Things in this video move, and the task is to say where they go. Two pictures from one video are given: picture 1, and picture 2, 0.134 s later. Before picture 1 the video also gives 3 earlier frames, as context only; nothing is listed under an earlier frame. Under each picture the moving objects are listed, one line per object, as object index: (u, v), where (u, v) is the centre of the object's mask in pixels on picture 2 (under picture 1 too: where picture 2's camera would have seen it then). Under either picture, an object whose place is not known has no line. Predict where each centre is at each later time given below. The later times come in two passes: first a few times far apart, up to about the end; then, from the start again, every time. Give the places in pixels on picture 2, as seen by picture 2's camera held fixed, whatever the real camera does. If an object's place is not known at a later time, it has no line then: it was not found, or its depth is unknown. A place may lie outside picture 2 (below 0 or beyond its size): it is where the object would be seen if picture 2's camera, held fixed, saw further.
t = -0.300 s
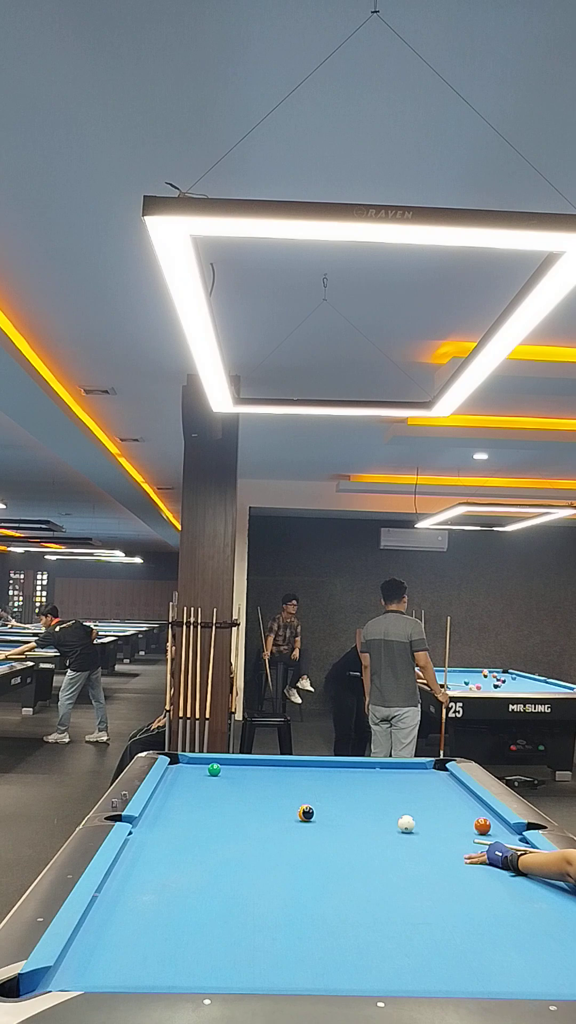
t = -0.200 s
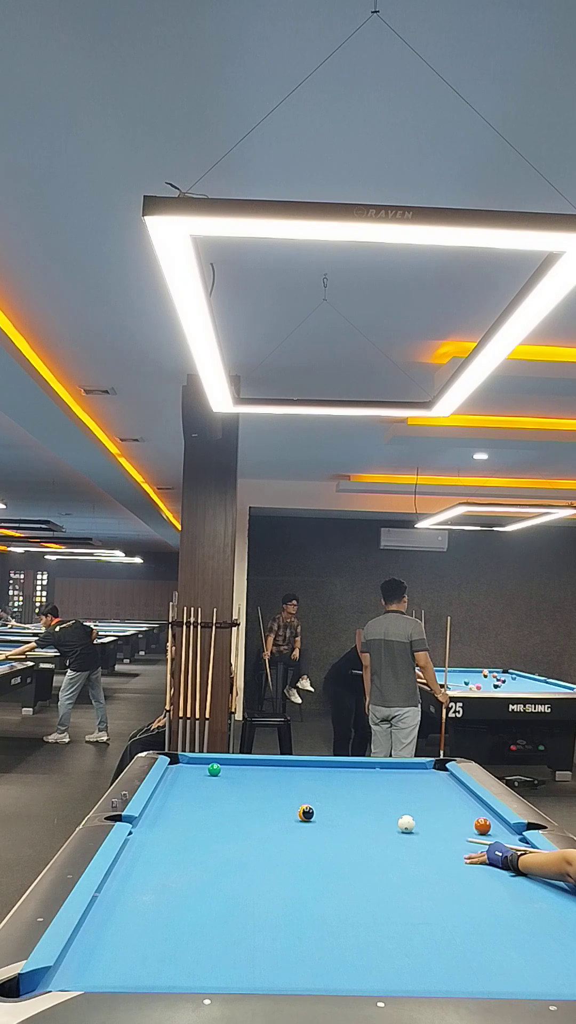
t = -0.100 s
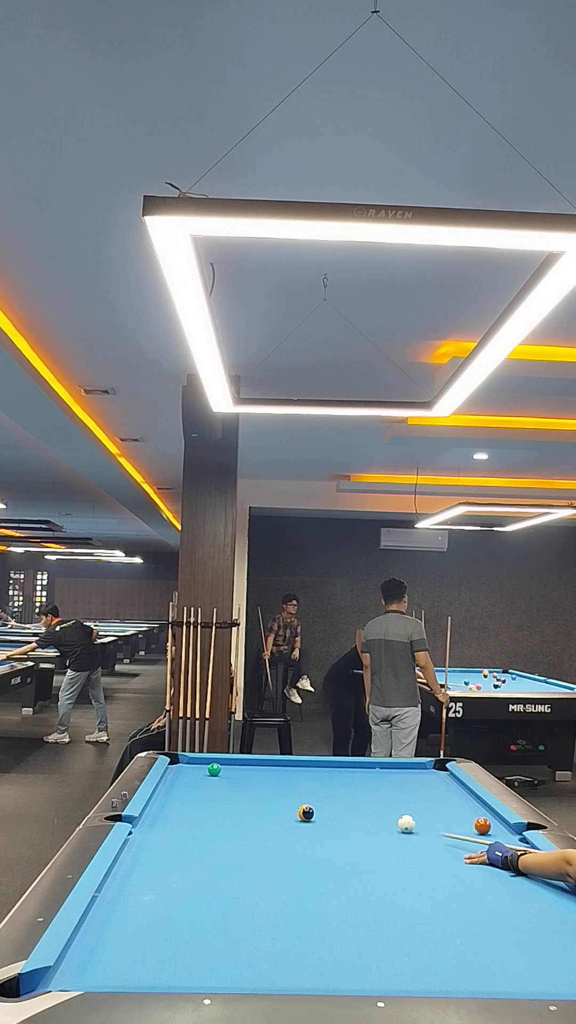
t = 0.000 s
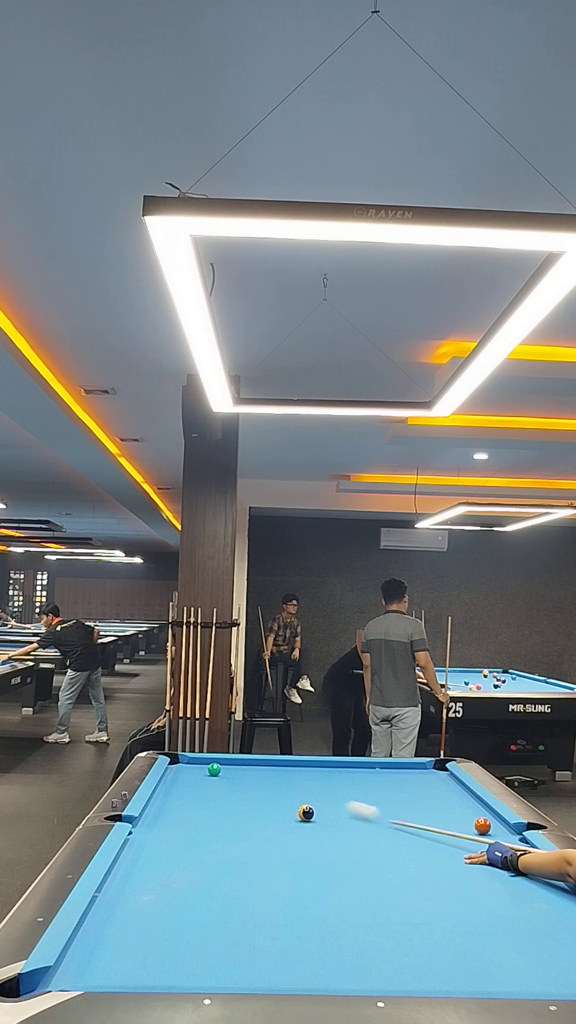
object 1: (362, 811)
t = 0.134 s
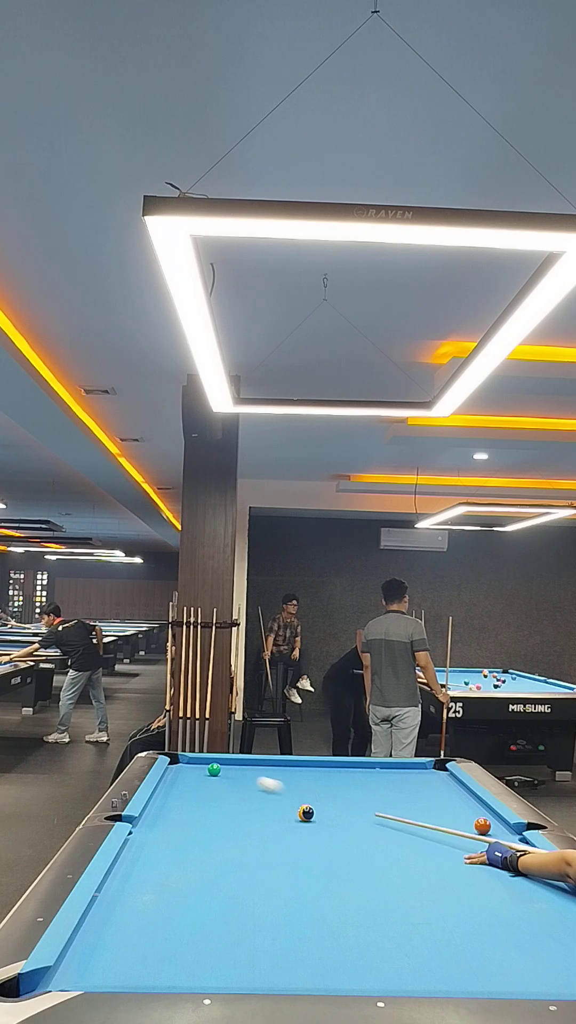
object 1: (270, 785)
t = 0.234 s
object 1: (221, 771)
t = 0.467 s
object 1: (212, 768)
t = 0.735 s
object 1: (198, 764)
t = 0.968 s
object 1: (187, 761)
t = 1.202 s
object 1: (176, 758)
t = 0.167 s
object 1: (251, 780)
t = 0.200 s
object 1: (234, 775)
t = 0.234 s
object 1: (221, 771)
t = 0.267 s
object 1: (221, 771)
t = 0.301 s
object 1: (220, 771)
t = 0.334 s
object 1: (219, 771)
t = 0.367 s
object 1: (217, 770)
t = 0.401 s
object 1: (216, 770)
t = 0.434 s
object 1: (214, 769)
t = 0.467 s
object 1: (212, 768)
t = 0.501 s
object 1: (210, 768)
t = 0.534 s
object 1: (208, 767)
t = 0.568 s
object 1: (207, 767)
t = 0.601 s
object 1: (205, 766)
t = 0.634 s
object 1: (203, 766)
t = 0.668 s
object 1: (202, 765)
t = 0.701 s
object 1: (200, 765)
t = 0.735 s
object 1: (198, 764)
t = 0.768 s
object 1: (197, 764)
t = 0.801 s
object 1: (195, 763)
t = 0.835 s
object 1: (193, 763)
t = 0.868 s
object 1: (192, 762)
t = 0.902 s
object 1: (190, 762)
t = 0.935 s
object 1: (188, 761)
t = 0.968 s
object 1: (187, 761)
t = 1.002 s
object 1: (185, 760)
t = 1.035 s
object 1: (184, 760)
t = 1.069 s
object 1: (183, 759)
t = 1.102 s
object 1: (181, 759)
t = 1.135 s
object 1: (180, 758)
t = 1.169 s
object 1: (178, 758)
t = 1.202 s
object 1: (176, 758)
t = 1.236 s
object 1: (175, 758)
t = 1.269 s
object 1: (173, 760)
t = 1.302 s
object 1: (171, 763)
